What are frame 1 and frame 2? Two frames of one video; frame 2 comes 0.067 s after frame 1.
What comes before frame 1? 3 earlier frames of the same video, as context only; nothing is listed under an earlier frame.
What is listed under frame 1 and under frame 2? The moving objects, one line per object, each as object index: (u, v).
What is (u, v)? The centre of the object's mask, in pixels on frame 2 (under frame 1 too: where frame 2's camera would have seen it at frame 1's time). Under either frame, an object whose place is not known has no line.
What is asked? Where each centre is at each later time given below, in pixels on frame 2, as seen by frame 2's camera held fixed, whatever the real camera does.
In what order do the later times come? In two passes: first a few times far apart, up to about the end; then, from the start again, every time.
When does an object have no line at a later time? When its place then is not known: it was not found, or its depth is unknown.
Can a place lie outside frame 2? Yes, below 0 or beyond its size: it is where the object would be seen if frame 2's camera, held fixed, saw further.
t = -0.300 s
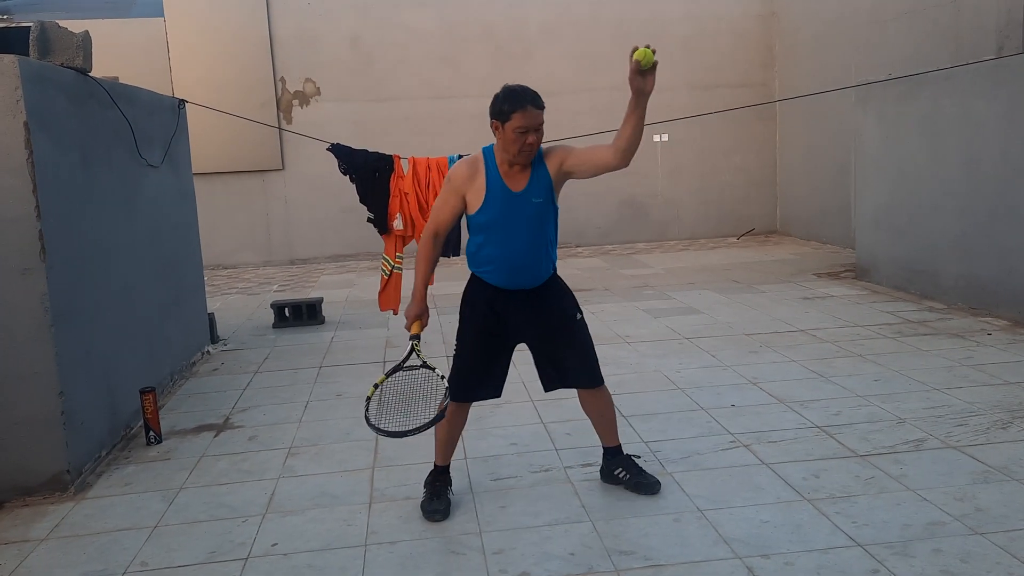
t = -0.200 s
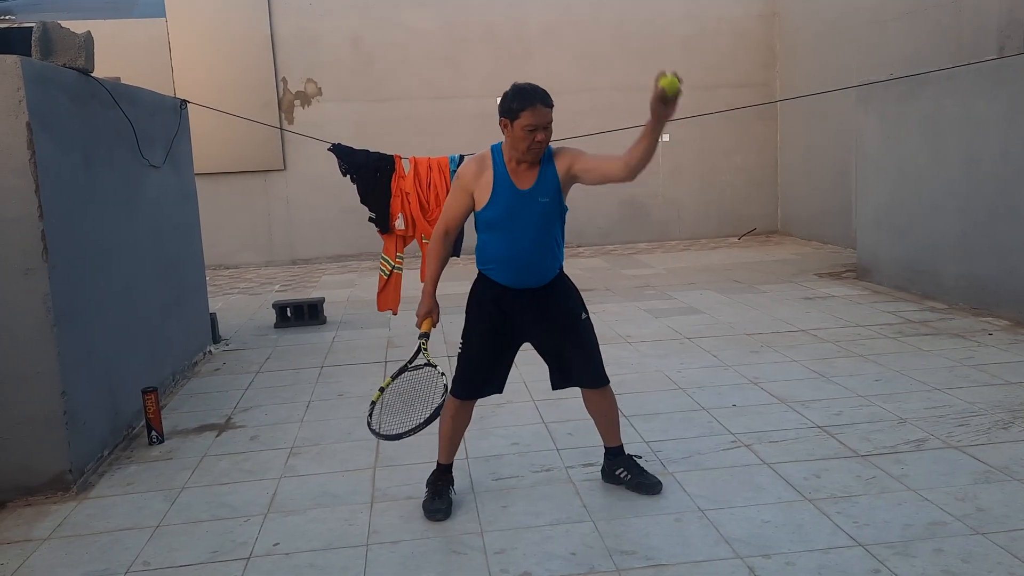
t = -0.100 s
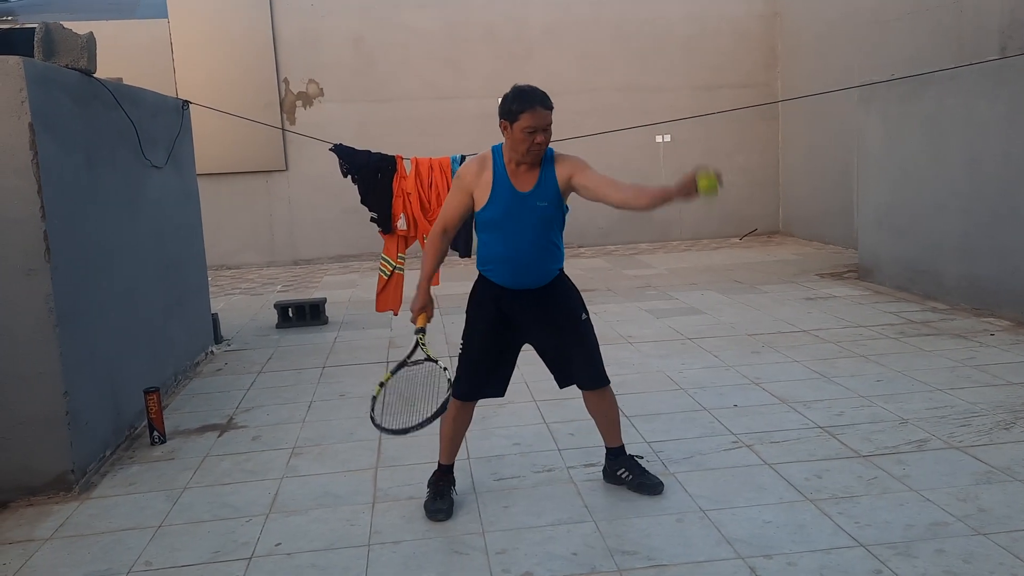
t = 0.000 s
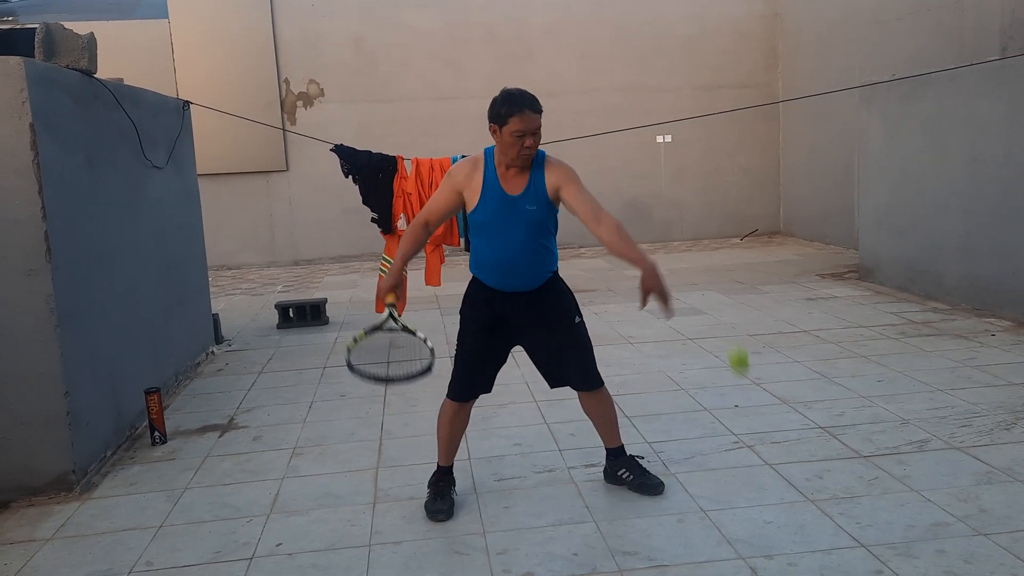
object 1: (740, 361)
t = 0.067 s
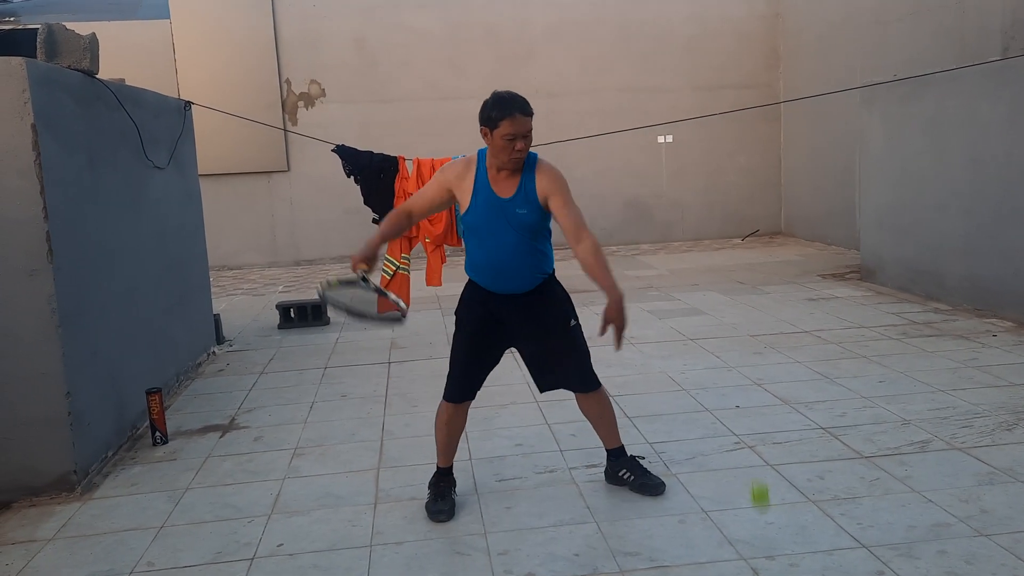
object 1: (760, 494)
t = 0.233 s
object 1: (762, 375)
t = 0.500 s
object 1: (753, 180)
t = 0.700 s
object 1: (746, 174)
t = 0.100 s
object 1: (767, 541)
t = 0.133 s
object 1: (765, 495)
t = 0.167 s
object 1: (764, 452)
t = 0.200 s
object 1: (763, 412)
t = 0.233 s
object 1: (762, 375)
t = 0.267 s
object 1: (761, 340)
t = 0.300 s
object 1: (759, 307)
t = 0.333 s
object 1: (759, 278)
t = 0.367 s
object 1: (758, 252)
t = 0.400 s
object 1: (756, 228)
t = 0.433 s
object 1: (755, 209)
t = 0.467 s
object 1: (754, 192)
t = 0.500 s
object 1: (753, 180)
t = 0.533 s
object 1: (752, 170)
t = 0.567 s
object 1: (750, 164)
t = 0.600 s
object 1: (749, 161)
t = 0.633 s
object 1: (748, 162)
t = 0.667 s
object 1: (747, 167)
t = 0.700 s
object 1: (746, 174)
